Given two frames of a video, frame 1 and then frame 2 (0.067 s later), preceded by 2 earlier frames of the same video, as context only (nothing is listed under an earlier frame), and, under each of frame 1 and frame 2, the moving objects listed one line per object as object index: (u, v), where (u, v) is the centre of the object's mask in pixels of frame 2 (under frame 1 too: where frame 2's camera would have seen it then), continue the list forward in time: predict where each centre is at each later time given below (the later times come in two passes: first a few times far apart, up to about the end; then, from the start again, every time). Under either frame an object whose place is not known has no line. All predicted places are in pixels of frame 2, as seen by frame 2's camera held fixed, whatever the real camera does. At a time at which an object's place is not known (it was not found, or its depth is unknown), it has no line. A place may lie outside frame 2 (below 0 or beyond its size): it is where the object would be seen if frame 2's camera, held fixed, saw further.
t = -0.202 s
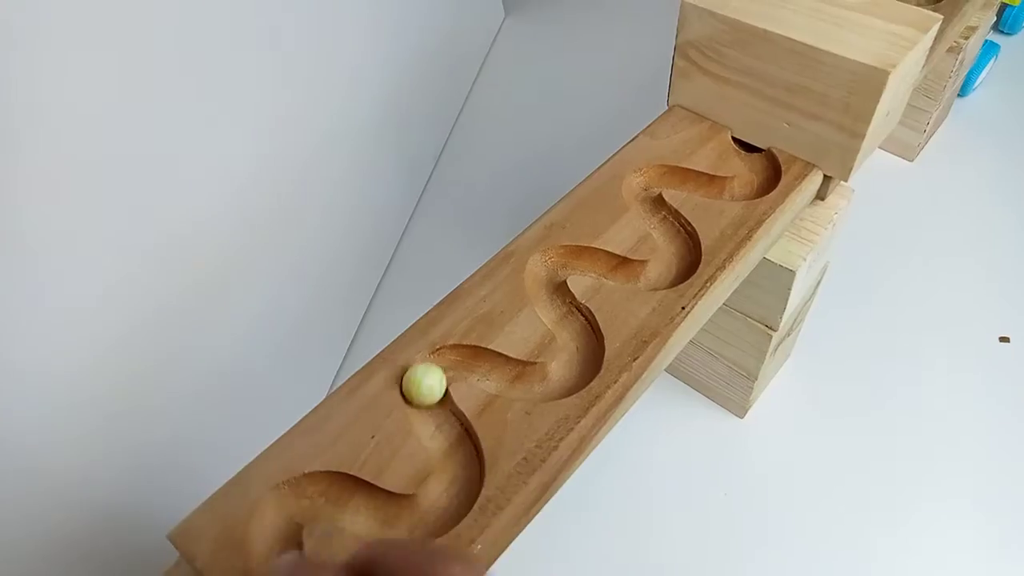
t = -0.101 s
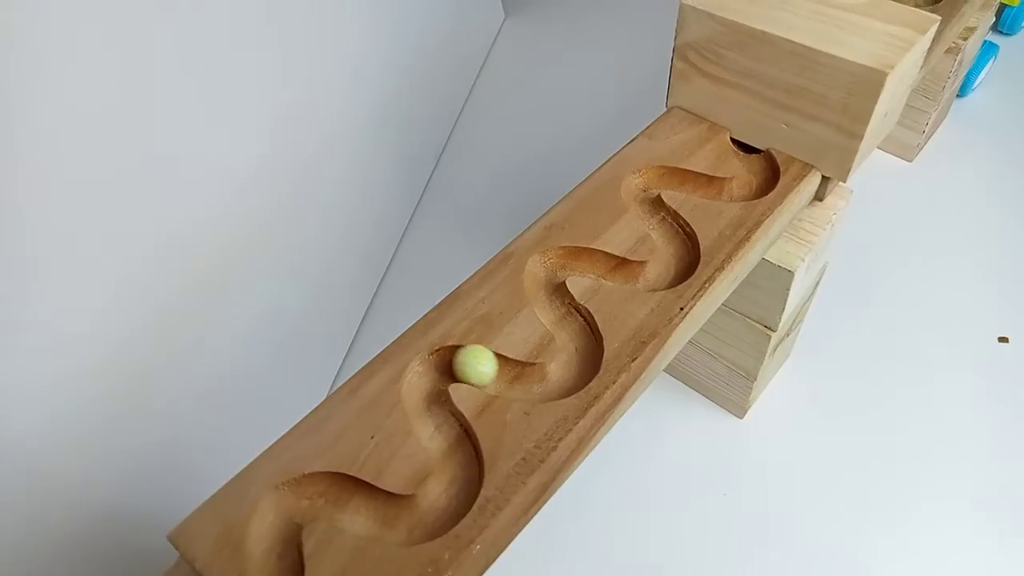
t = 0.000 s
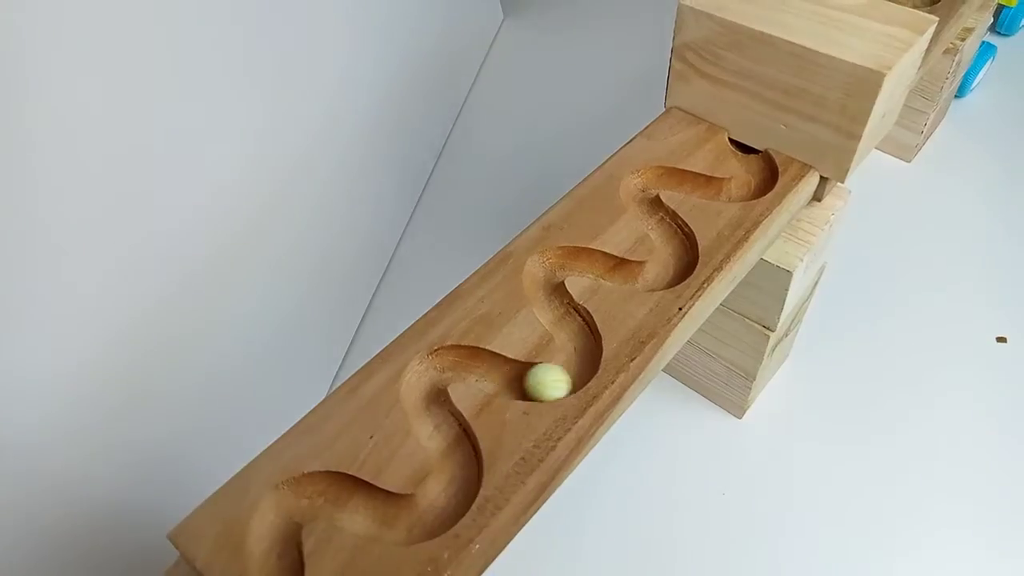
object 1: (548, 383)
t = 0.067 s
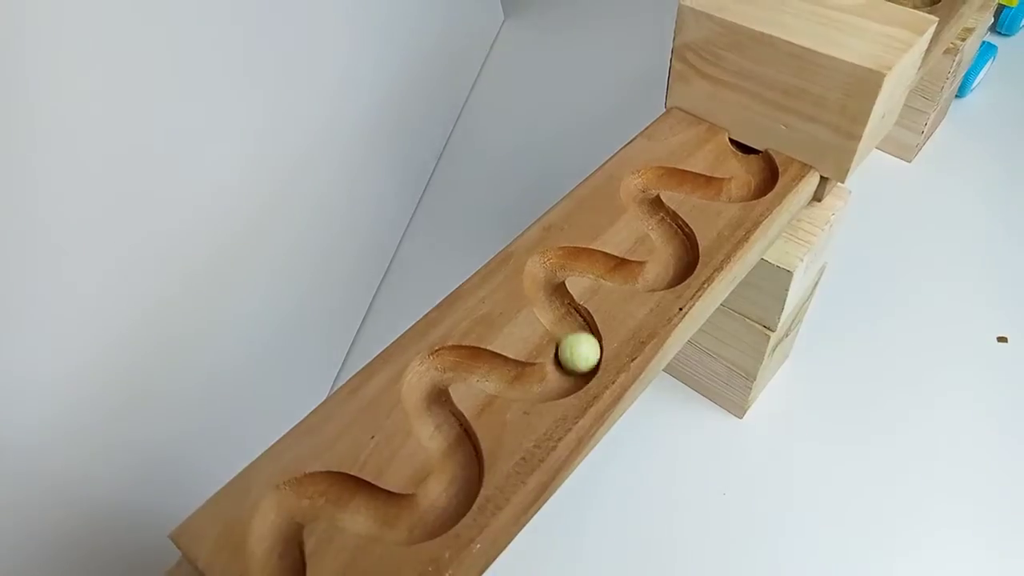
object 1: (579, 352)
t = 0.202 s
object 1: (543, 277)
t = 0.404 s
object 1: (661, 274)
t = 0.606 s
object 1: (640, 183)
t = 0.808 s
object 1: (756, 181)
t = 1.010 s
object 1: (749, 153)
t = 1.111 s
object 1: (749, 153)
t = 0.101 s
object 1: (575, 328)
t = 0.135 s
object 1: (557, 311)
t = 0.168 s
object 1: (548, 295)
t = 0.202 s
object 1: (543, 277)
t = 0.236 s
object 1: (551, 262)
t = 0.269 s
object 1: (570, 260)
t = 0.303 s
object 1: (593, 262)
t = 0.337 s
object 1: (615, 271)
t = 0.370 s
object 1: (637, 276)
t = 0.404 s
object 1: (661, 274)
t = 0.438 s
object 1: (676, 263)
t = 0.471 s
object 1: (677, 245)
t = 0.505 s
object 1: (667, 227)
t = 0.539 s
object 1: (652, 212)
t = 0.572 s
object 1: (641, 197)
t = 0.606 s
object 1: (640, 183)
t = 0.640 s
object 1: (655, 176)
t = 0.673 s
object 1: (678, 178)
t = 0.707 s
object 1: (700, 184)
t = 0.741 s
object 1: (722, 189)
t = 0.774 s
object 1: (743, 189)
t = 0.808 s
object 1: (756, 181)
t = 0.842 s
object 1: (758, 166)
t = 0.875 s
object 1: (748, 151)
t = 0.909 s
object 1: (747, 150)
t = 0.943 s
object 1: (746, 150)
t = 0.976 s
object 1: (748, 152)
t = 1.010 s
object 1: (749, 153)
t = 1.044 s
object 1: (750, 154)
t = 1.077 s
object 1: (750, 154)
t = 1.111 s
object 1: (749, 153)
